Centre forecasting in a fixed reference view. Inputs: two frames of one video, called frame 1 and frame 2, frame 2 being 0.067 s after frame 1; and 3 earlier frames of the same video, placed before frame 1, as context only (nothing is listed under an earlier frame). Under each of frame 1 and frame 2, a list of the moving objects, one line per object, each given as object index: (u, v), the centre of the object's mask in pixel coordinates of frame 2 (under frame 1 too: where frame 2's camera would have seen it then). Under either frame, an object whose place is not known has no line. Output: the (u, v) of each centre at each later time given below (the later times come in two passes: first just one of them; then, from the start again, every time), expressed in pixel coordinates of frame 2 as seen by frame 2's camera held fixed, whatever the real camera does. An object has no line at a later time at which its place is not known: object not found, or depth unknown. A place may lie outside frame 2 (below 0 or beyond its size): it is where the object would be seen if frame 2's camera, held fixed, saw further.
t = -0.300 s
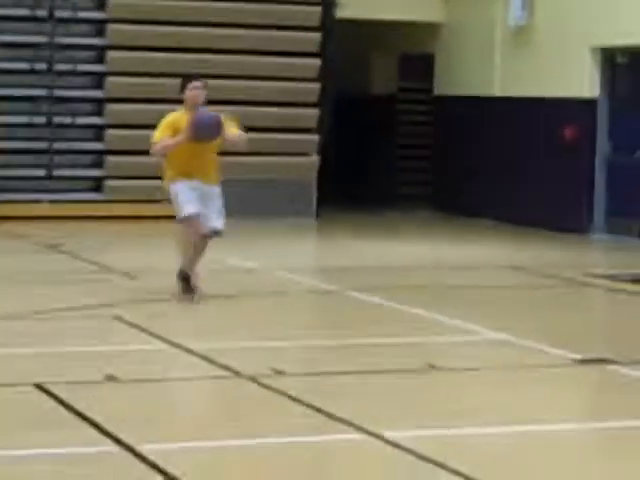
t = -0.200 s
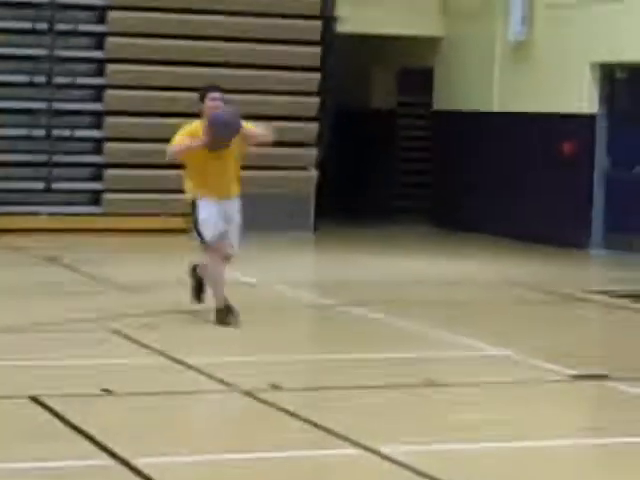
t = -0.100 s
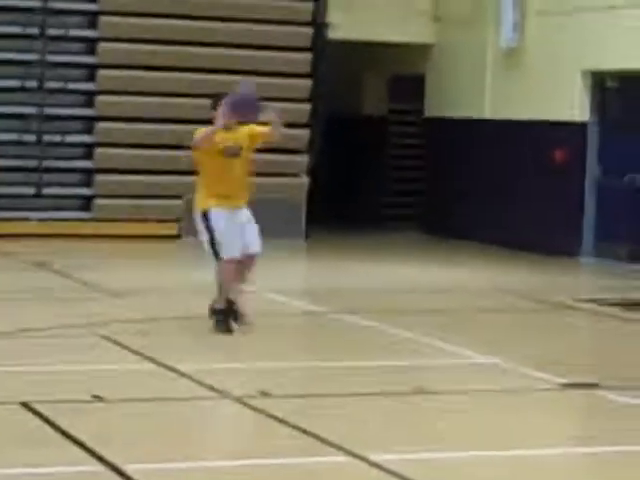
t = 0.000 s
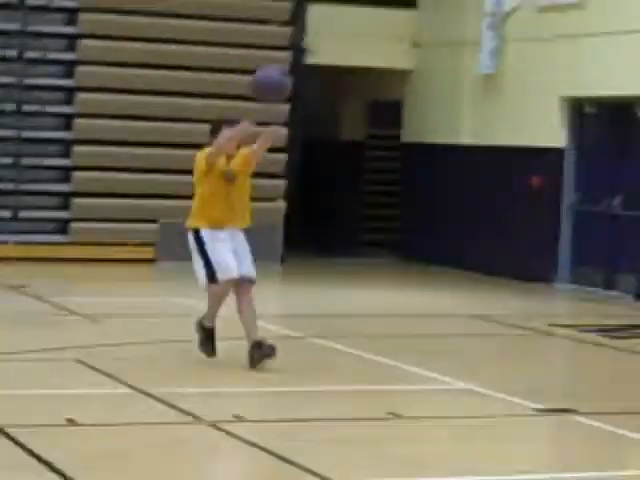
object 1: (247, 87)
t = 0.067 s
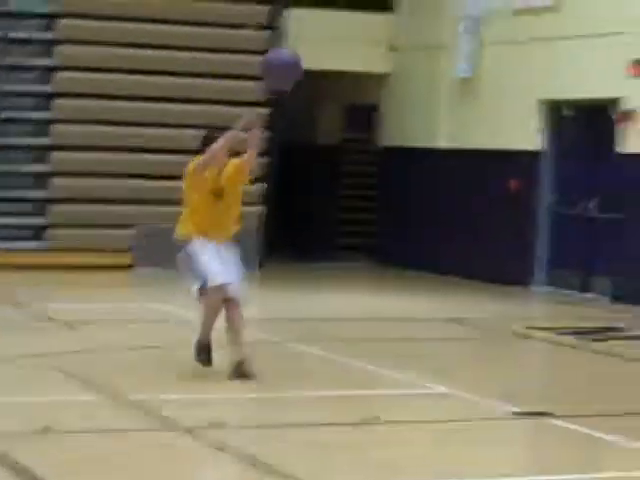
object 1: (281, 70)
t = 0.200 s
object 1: (357, 38)
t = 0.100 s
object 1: (298, 60)
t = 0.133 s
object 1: (317, 51)
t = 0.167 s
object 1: (336, 44)
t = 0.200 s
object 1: (357, 38)
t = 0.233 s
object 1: (375, 38)
